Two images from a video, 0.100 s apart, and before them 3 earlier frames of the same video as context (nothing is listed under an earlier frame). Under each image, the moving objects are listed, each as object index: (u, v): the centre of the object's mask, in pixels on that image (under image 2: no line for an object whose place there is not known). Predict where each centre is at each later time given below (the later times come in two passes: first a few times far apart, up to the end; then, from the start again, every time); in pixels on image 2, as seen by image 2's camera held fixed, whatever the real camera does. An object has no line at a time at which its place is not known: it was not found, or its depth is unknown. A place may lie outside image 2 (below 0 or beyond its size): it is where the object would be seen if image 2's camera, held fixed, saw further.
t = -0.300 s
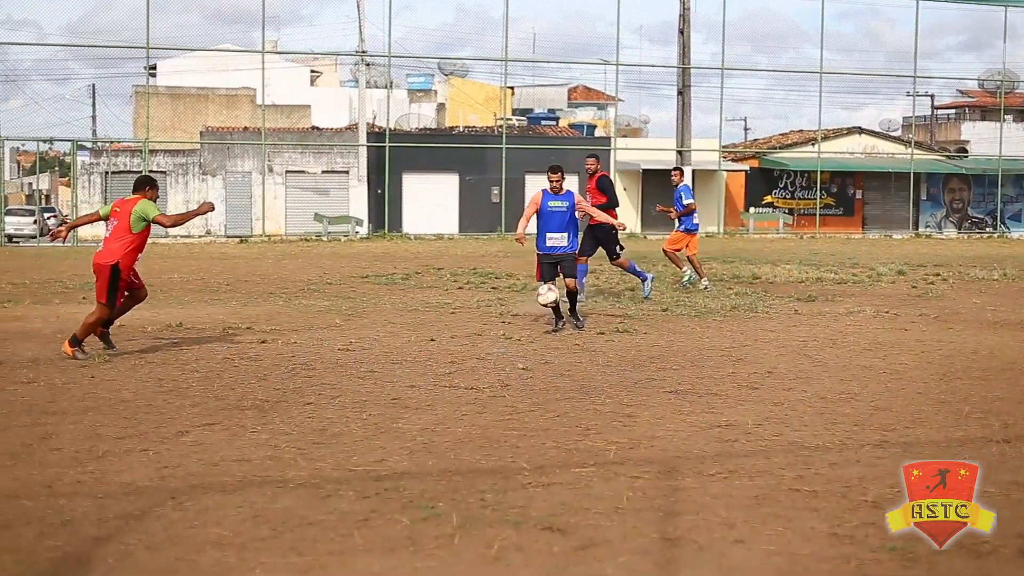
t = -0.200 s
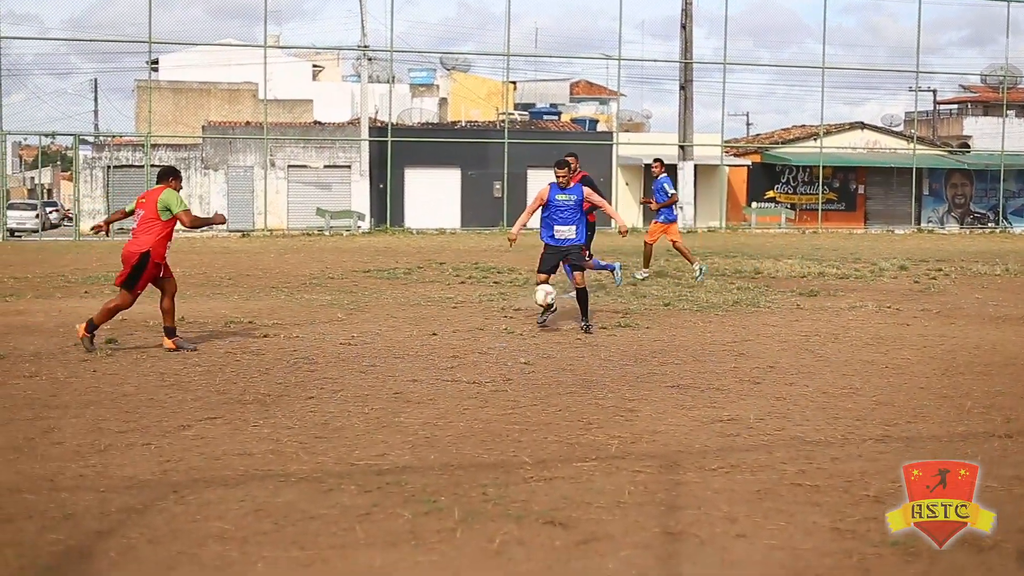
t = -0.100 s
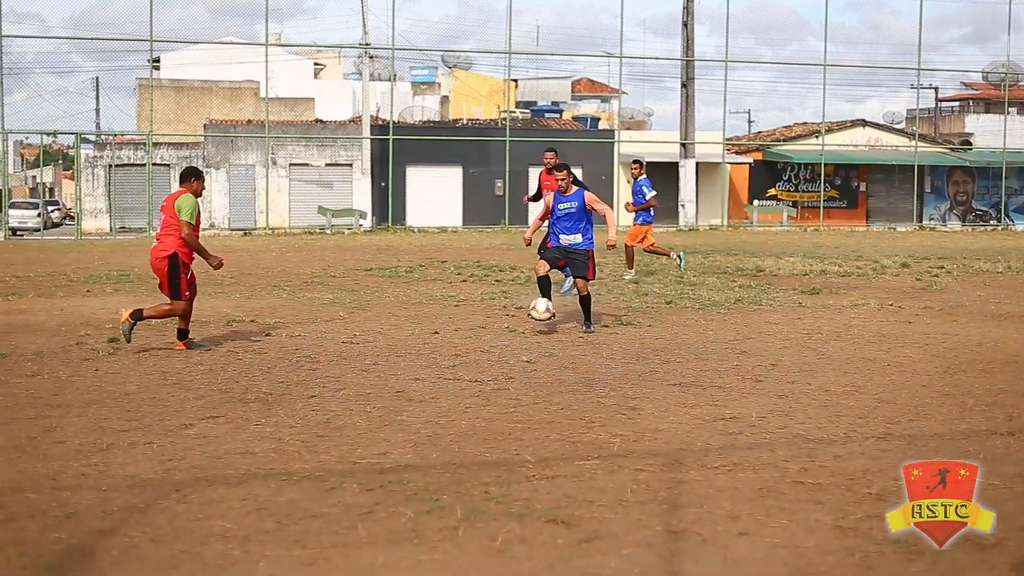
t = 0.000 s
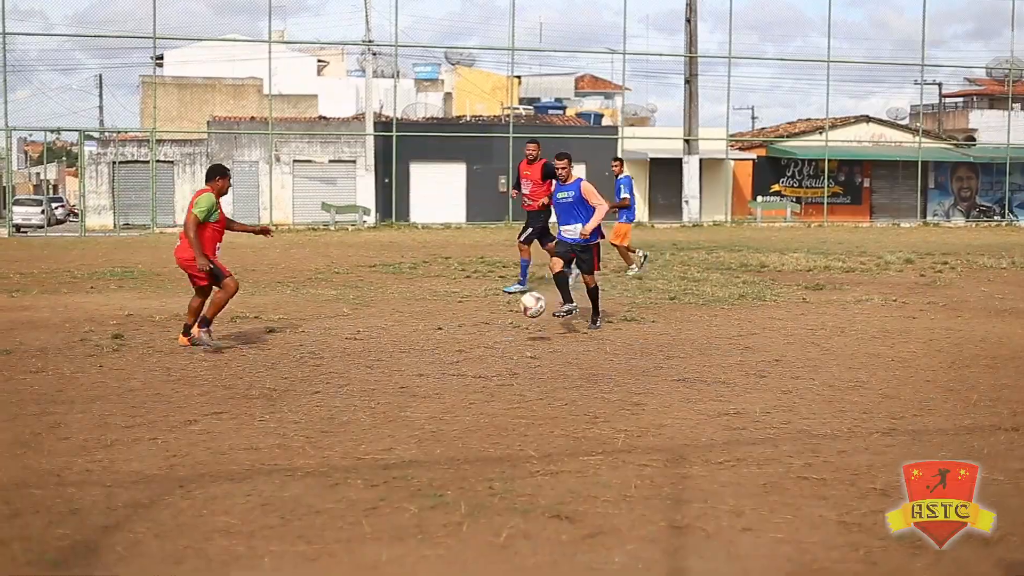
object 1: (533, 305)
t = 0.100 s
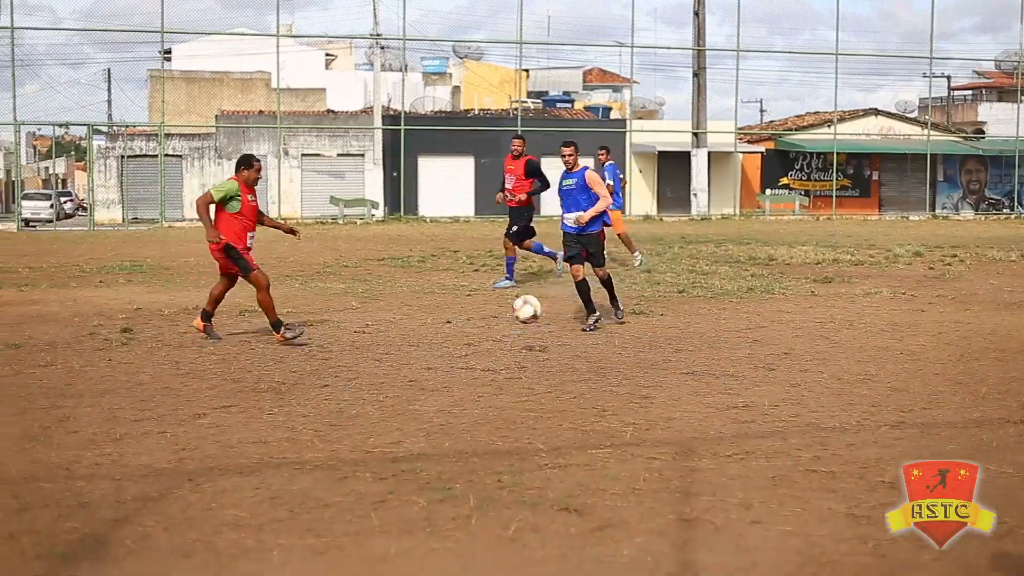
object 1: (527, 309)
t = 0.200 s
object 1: (510, 333)
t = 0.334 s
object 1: (482, 389)
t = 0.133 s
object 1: (522, 315)
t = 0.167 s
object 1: (517, 323)
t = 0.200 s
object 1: (510, 333)
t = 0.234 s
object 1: (504, 346)
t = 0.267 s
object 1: (496, 362)
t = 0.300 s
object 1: (489, 381)
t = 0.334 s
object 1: (482, 389)
